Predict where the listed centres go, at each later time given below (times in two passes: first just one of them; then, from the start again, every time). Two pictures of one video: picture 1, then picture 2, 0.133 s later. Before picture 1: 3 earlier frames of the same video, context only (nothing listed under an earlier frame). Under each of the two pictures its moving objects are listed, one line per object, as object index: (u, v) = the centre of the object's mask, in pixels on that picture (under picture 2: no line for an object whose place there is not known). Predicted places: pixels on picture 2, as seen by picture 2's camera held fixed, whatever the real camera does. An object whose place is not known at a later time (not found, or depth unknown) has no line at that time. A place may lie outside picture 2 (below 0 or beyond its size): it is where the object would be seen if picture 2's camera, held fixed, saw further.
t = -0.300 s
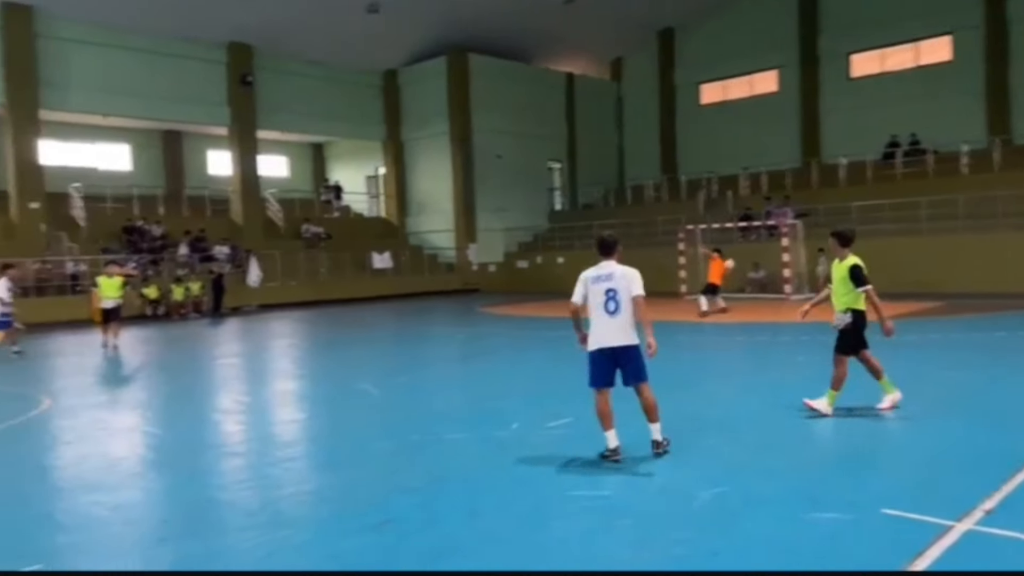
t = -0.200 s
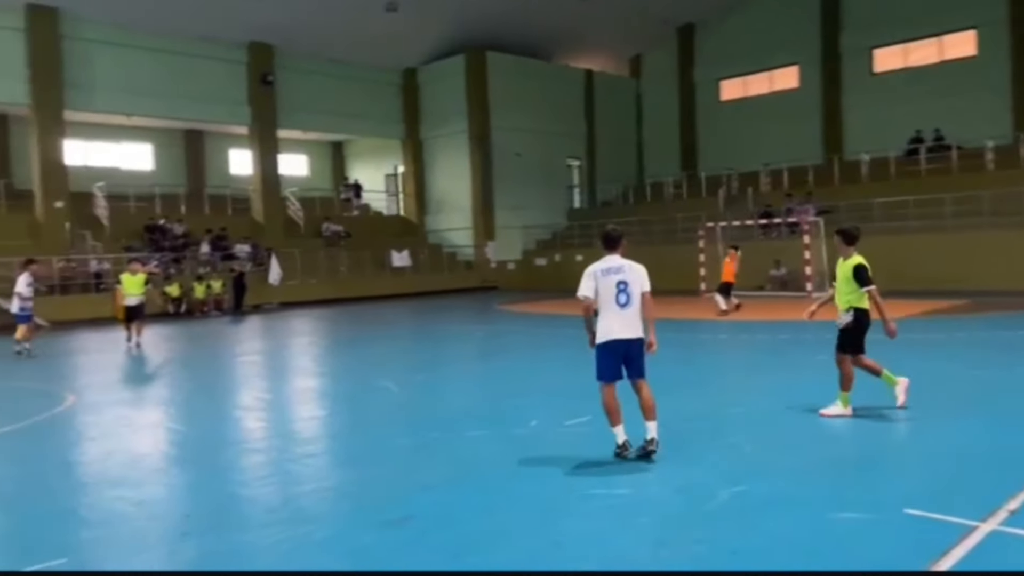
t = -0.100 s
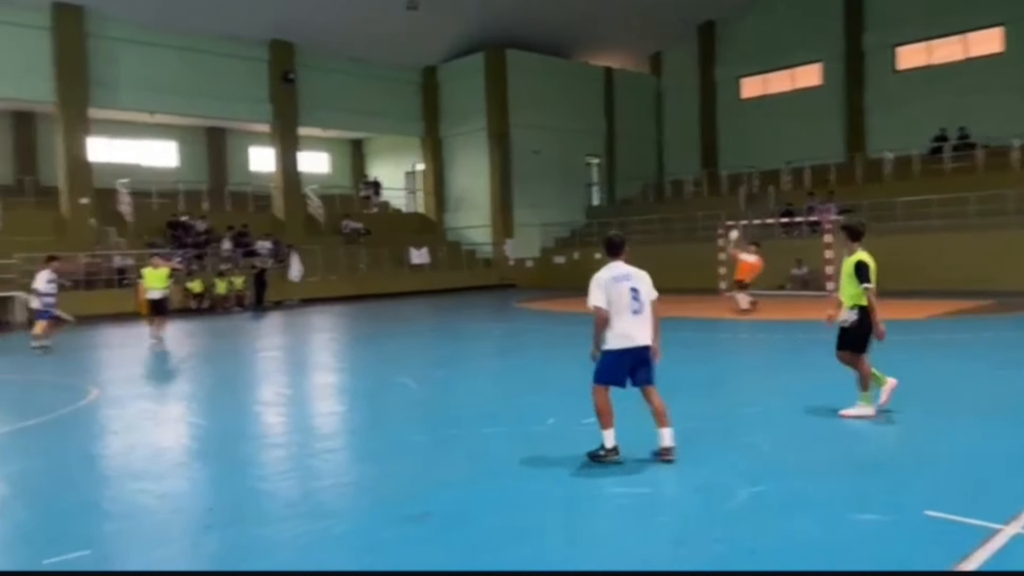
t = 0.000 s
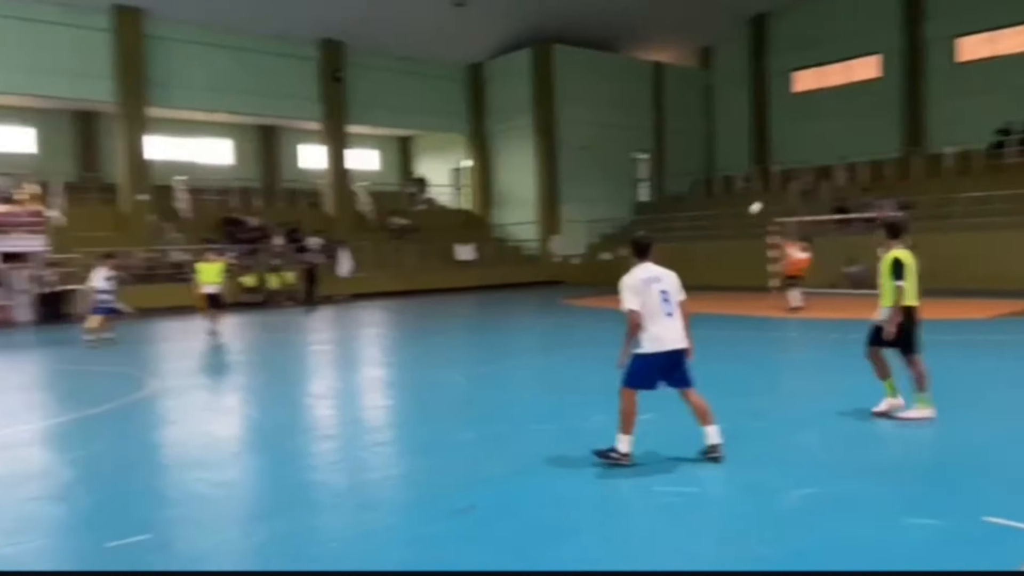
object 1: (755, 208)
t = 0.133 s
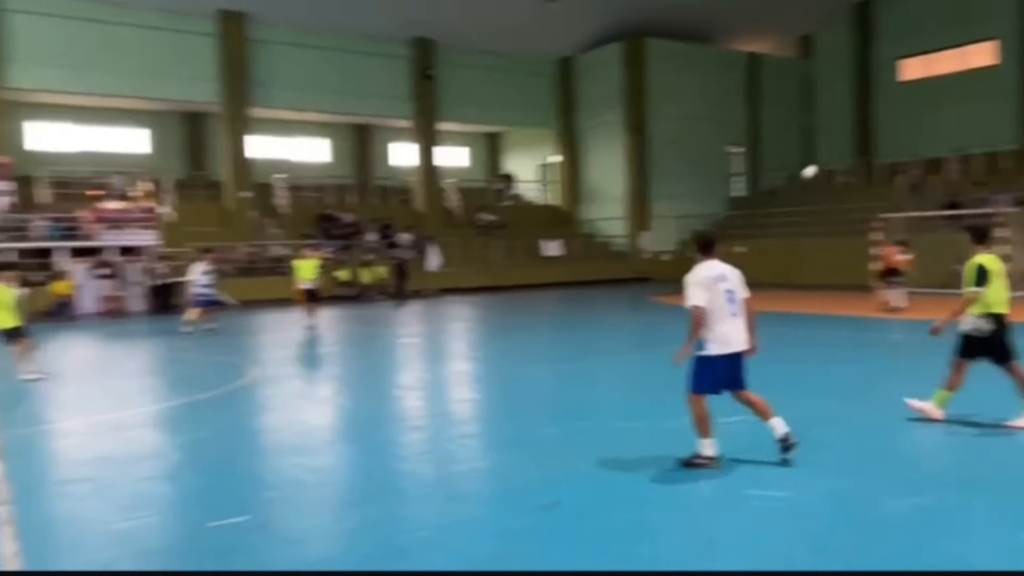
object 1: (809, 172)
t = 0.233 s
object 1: (764, 151)
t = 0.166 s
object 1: (795, 164)
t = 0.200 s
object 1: (780, 157)
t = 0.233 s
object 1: (764, 151)
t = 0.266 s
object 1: (750, 144)
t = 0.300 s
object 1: (733, 139)
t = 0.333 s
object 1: (715, 131)
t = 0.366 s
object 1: (696, 126)
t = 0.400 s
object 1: (676, 121)
